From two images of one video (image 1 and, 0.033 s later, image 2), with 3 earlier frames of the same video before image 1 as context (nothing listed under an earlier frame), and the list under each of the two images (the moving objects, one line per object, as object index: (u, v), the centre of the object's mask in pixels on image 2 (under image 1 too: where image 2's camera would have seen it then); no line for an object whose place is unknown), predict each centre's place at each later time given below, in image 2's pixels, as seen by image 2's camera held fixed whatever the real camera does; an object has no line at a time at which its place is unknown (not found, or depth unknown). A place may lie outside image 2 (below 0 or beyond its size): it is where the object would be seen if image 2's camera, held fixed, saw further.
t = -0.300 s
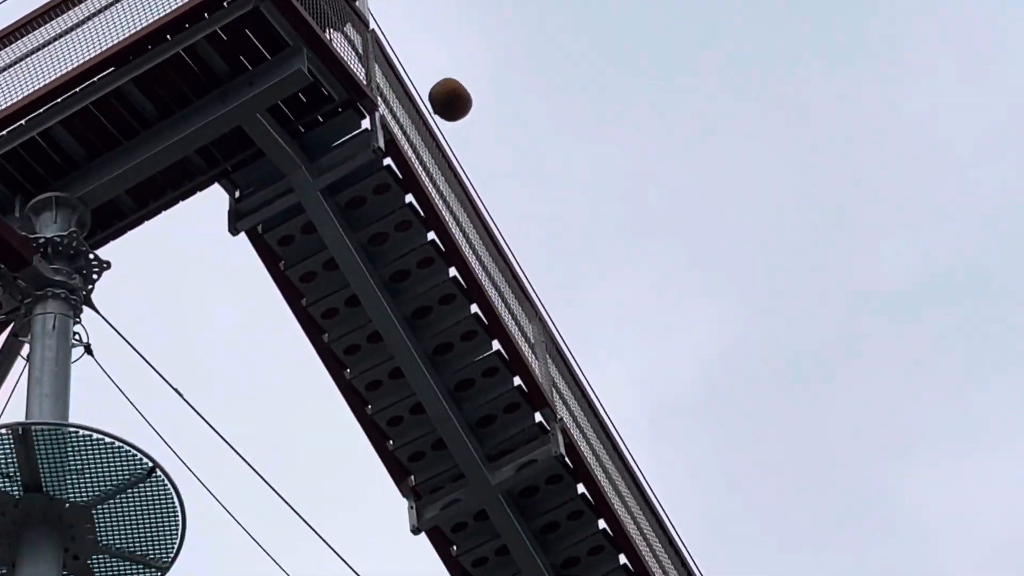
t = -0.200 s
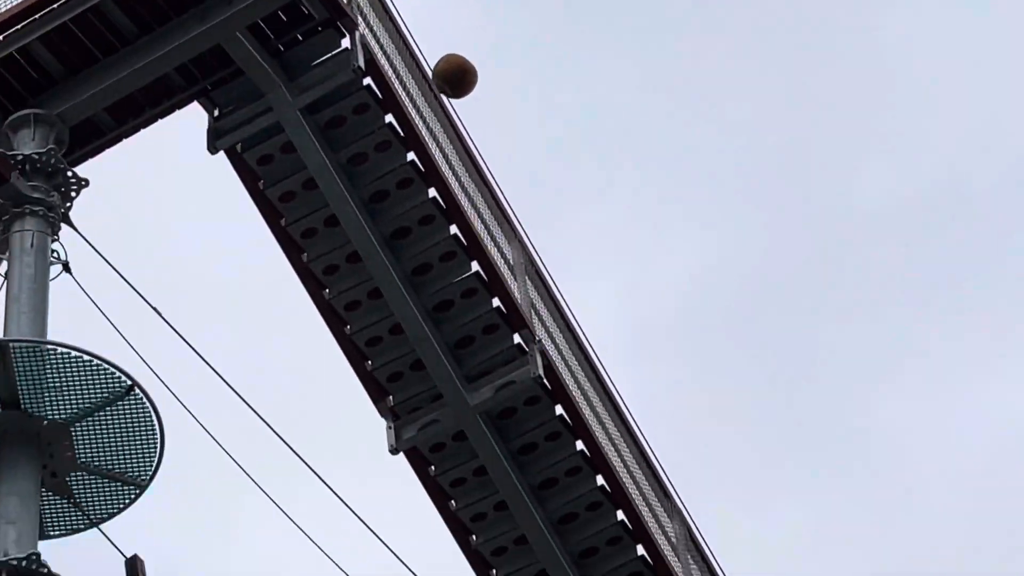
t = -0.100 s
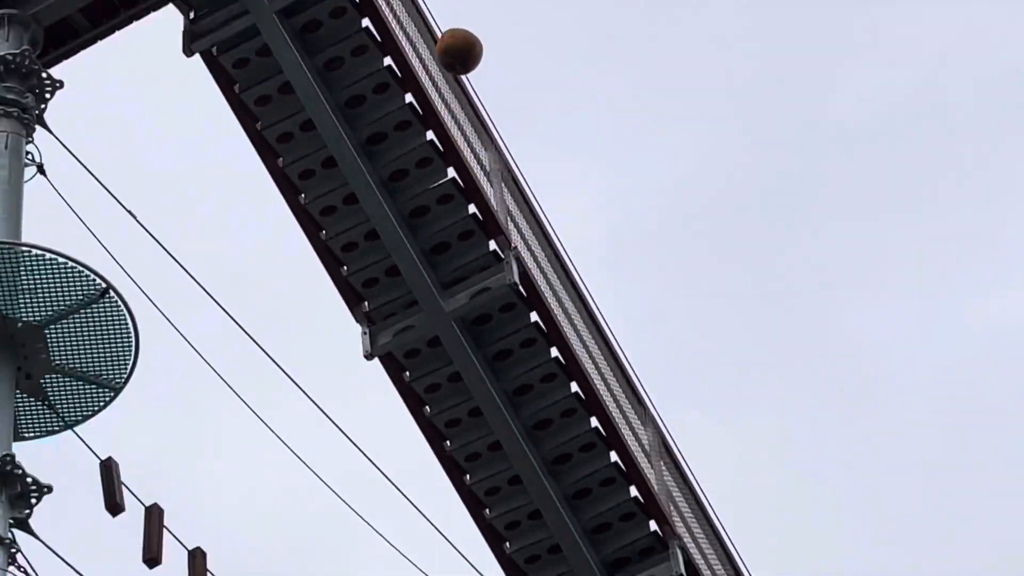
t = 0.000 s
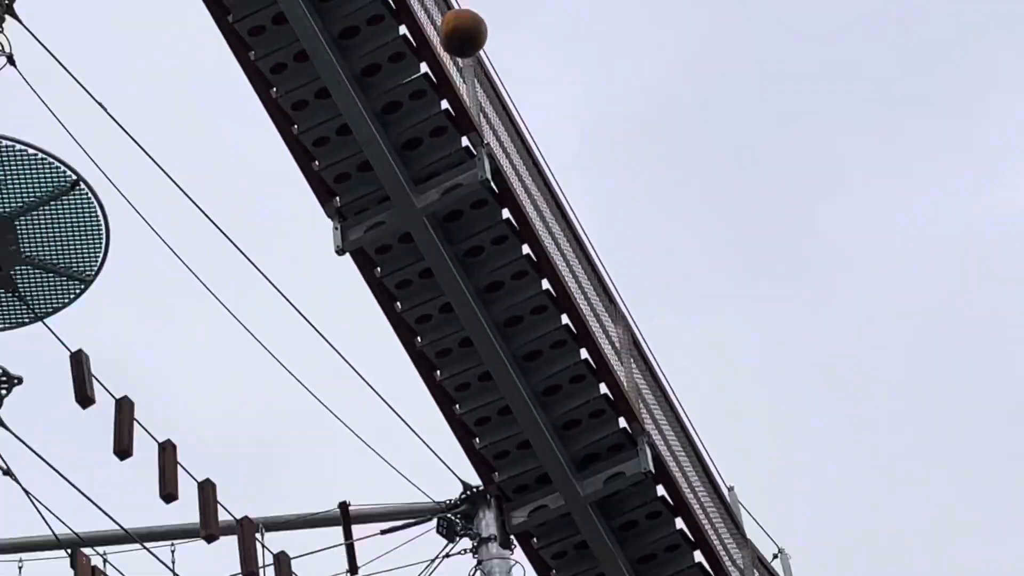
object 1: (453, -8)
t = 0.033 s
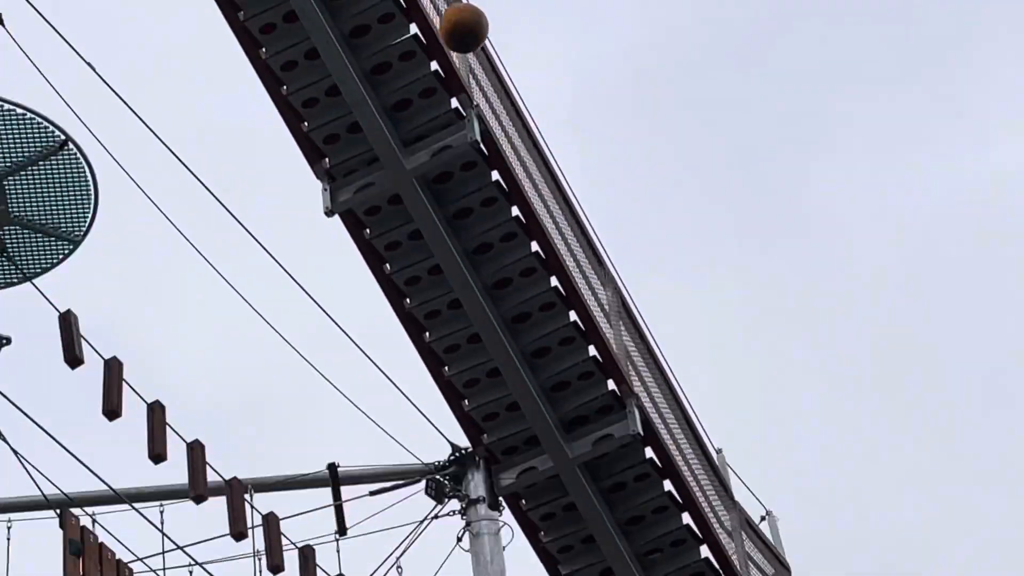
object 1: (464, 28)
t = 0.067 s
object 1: (475, 66)
